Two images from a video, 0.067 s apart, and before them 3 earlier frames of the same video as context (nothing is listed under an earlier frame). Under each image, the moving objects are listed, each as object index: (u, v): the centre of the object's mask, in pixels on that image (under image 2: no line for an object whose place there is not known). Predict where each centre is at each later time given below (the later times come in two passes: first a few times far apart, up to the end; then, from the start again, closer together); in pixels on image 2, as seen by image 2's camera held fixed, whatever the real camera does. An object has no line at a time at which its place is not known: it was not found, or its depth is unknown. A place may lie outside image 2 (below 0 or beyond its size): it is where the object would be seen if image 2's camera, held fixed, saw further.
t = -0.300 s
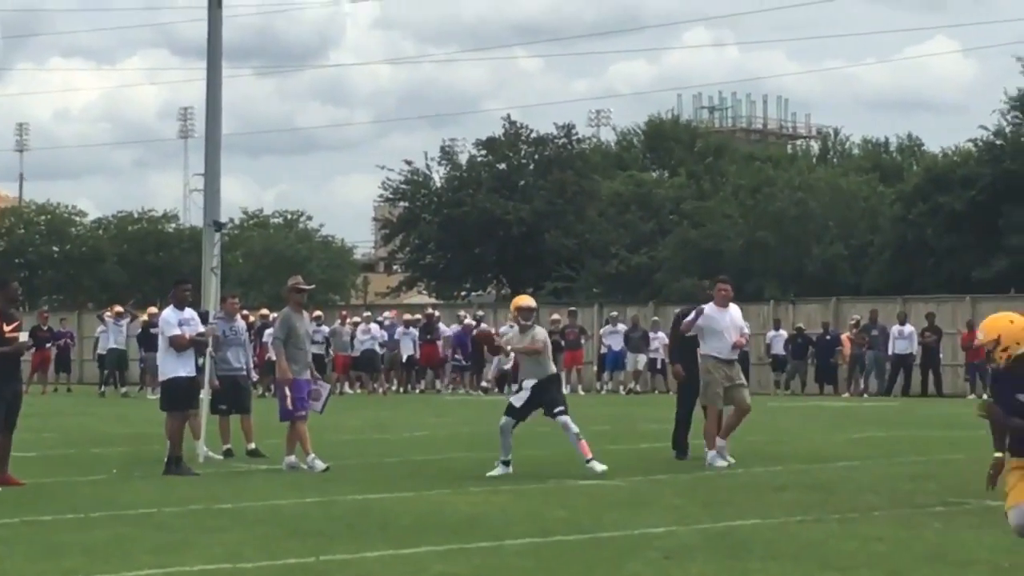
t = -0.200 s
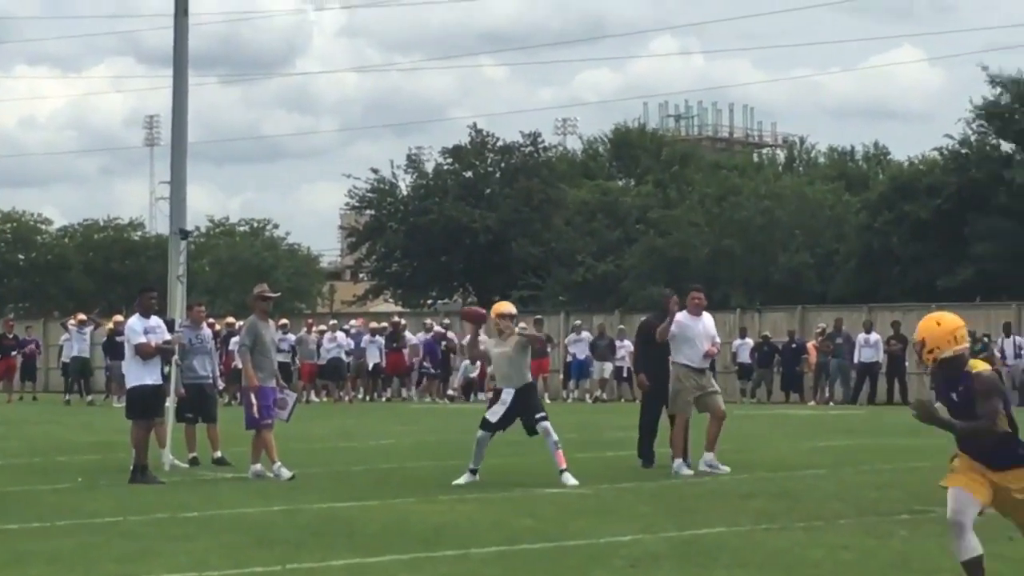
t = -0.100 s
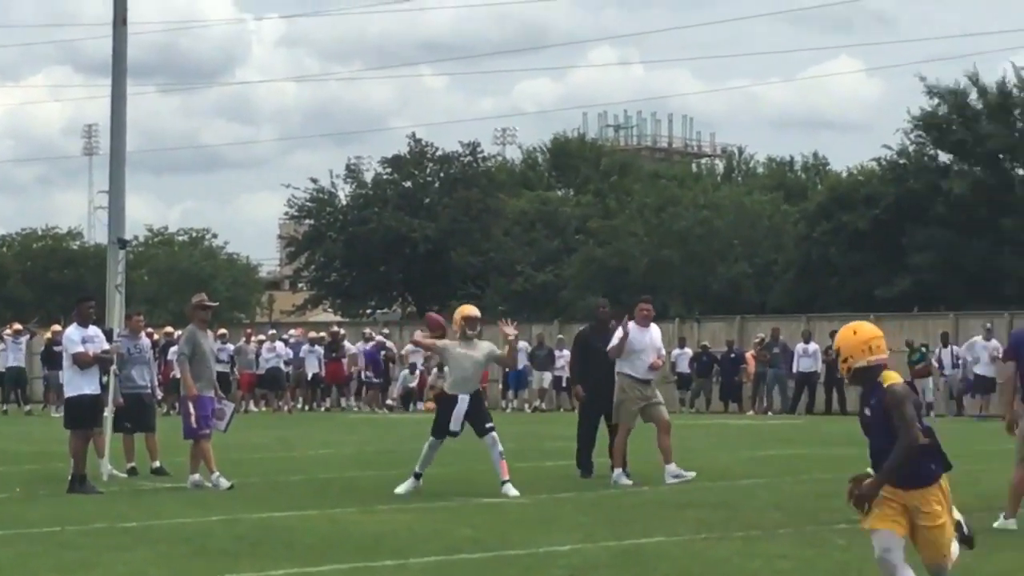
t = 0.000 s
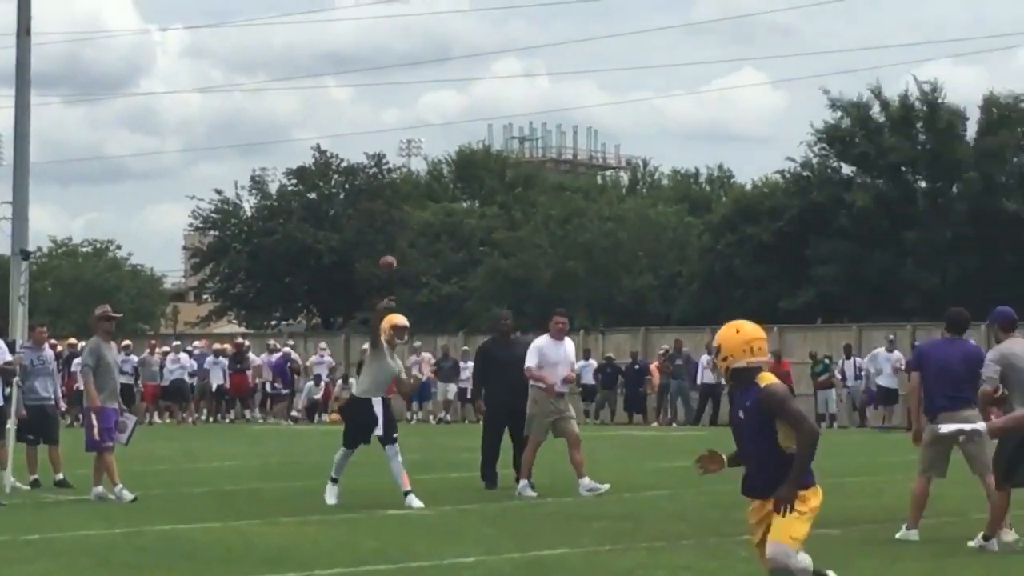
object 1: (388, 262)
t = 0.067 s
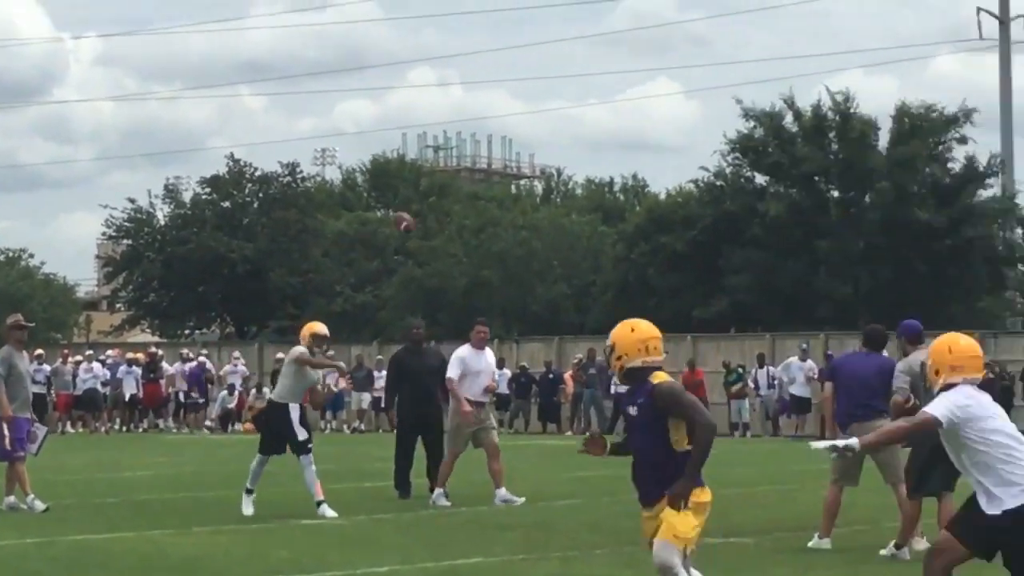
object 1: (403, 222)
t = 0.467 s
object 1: (1135, -22)
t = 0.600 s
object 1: (1501, -80)
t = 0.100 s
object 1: (453, 198)
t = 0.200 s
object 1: (604, 126)
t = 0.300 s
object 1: (781, 61)
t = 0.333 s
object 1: (846, 43)
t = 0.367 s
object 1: (914, 26)
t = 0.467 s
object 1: (1135, -22)
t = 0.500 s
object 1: (1218, -37)
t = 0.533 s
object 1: (1306, -52)
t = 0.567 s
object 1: (1399, -65)
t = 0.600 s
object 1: (1501, -80)
